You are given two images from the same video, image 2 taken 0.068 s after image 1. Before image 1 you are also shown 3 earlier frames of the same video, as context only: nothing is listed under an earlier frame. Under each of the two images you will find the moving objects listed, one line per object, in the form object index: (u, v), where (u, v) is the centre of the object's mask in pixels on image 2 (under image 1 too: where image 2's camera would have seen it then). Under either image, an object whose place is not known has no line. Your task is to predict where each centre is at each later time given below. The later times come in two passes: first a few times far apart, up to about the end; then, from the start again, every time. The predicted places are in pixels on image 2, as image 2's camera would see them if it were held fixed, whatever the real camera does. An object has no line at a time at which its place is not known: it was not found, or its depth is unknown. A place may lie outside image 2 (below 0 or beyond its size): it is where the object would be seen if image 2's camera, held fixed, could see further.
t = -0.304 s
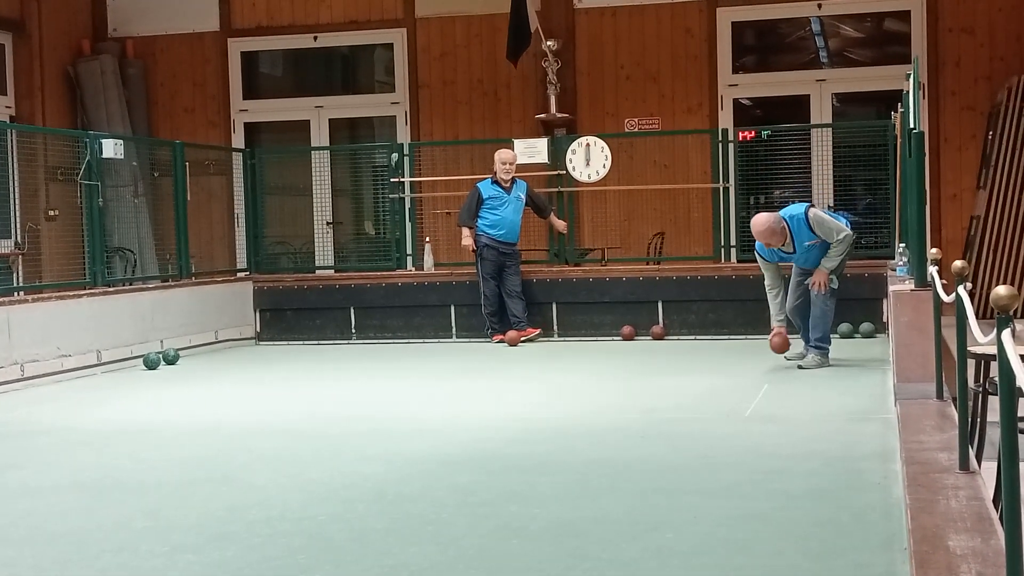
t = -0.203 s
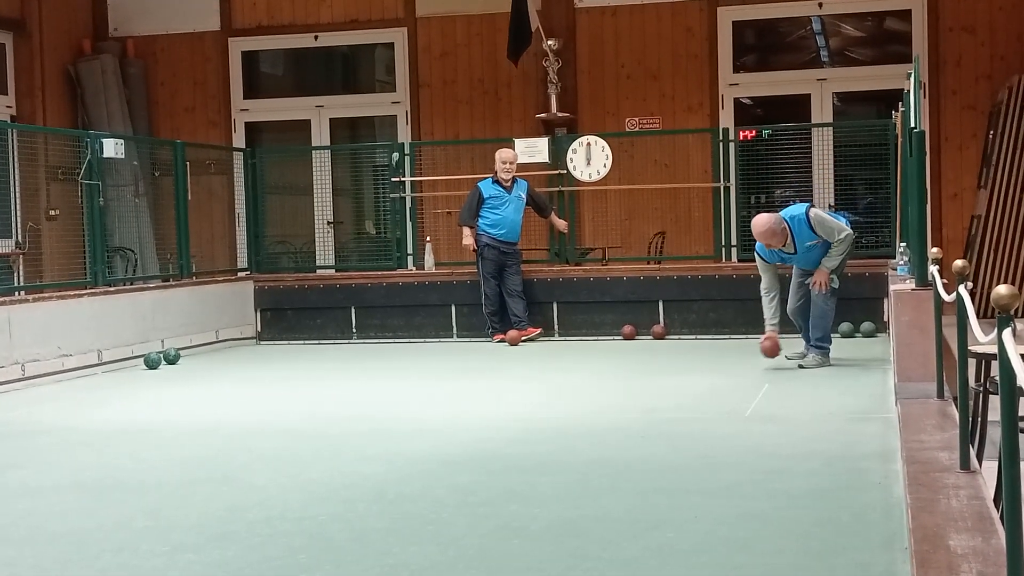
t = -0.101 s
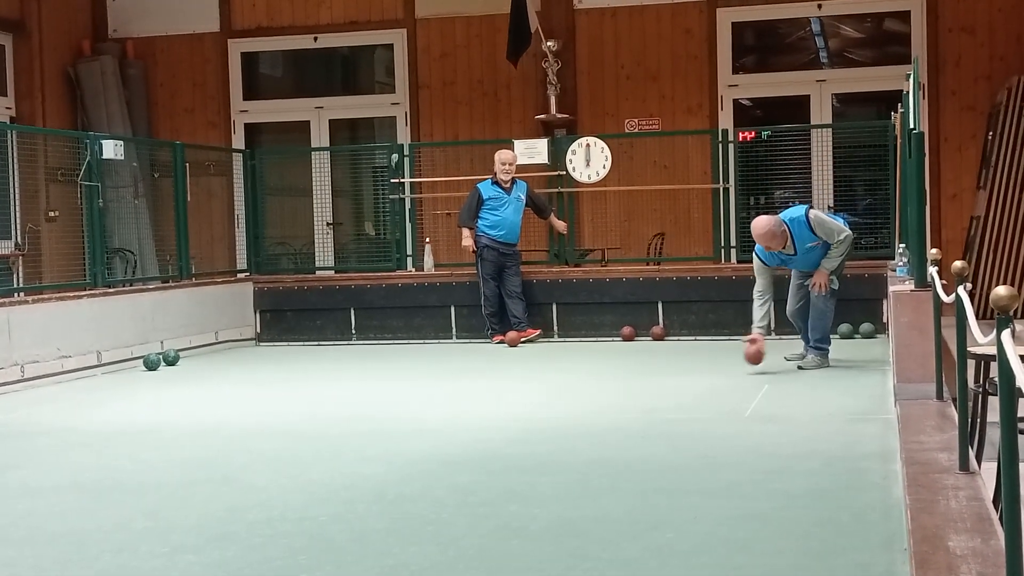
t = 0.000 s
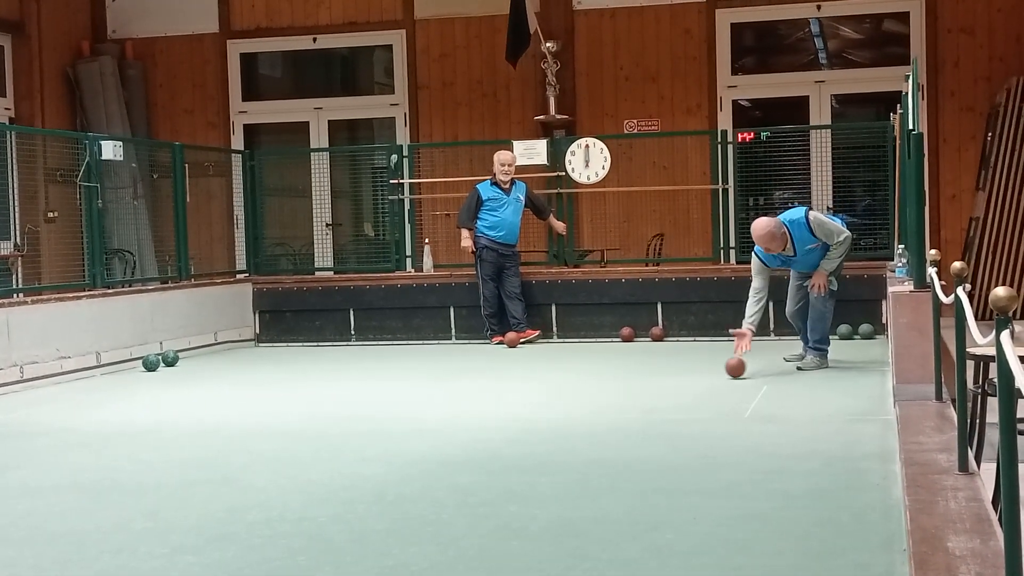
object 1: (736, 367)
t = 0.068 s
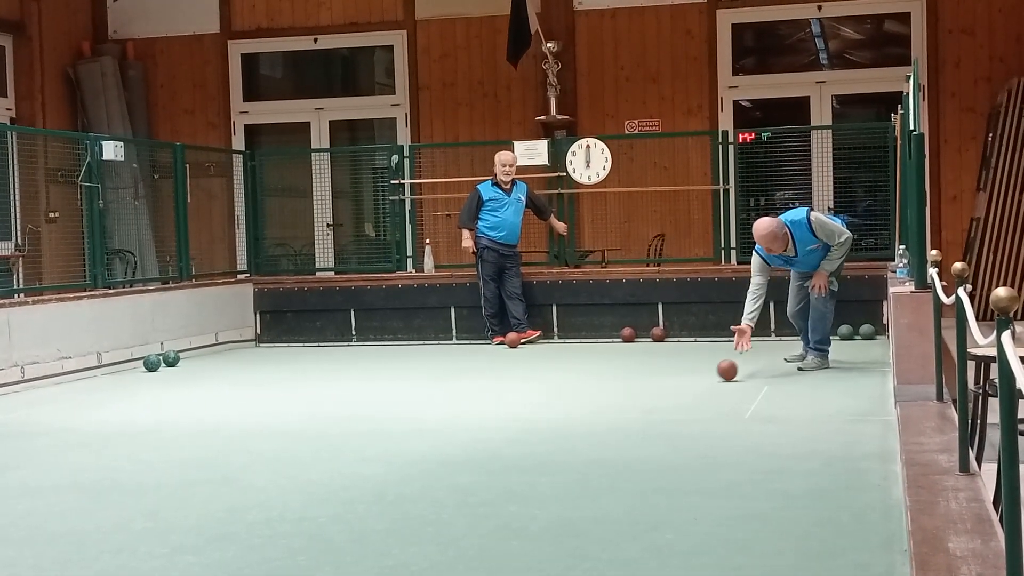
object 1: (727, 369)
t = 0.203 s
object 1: (707, 375)
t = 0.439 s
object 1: (669, 383)
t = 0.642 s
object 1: (634, 391)
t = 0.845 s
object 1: (597, 399)
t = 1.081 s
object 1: (549, 410)
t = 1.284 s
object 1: (504, 420)
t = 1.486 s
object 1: (455, 431)
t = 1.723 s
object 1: (392, 445)
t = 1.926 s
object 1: (332, 459)
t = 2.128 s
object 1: (266, 475)
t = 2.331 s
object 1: (192, 491)
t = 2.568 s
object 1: (98, 514)
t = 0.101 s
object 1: (722, 371)
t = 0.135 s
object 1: (717, 372)
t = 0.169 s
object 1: (712, 373)
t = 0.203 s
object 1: (707, 375)
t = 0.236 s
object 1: (702, 376)
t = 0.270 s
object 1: (696, 377)
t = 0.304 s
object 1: (691, 378)
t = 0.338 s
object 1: (686, 379)
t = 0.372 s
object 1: (680, 381)
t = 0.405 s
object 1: (675, 382)
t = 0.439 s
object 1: (669, 383)
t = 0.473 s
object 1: (663, 384)
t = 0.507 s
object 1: (658, 385)
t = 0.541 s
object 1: (652, 387)
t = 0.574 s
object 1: (646, 388)
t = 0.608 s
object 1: (640, 390)
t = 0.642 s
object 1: (634, 391)
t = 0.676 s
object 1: (628, 392)
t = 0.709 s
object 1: (622, 393)
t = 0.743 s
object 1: (616, 395)
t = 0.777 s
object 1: (610, 396)
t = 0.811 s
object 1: (603, 397)
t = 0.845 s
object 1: (597, 399)
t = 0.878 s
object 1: (590, 400)
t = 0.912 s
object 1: (583, 402)
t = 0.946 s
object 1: (577, 403)
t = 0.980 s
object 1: (570, 405)
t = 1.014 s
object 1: (563, 407)
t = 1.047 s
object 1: (556, 409)
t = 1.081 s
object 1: (549, 410)
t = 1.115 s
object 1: (542, 412)
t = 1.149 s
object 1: (534, 413)
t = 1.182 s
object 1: (527, 415)
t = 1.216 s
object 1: (519, 417)
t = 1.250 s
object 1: (512, 418)
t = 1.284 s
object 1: (504, 420)
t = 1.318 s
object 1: (496, 422)
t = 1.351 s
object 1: (488, 424)
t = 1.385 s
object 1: (480, 426)
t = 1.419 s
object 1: (472, 427)
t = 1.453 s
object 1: (463, 429)
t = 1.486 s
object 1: (455, 431)
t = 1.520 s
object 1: (446, 433)
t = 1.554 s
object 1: (438, 435)
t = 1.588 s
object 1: (429, 437)
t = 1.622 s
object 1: (420, 439)
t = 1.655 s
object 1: (410, 441)
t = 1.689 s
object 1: (401, 443)
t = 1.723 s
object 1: (392, 445)
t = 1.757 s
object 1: (382, 448)
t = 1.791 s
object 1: (373, 450)
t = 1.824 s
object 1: (363, 452)
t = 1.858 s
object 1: (353, 454)
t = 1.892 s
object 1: (342, 457)
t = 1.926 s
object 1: (332, 459)
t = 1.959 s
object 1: (321, 461)
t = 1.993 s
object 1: (311, 464)
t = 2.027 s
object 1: (300, 467)
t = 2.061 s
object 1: (288, 469)
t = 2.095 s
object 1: (278, 472)
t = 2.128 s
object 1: (266, 475)
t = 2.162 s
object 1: (254, 477)
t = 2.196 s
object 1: (242, 480)
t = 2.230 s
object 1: (230, 483)
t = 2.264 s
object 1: (217, 486)
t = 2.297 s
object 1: (205, 488)
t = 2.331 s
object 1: (192, 491)
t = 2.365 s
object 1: (179, 495)
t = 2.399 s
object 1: (166, 498)
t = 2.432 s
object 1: (152, 501)
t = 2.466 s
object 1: (139, 504)
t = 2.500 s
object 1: (126, 508)
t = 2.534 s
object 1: (112, 511)
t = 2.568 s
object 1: (98, 514)
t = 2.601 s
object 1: (83, 518)
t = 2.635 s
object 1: (71, 522)
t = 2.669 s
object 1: (57, 525)
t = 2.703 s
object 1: (44, 530)
